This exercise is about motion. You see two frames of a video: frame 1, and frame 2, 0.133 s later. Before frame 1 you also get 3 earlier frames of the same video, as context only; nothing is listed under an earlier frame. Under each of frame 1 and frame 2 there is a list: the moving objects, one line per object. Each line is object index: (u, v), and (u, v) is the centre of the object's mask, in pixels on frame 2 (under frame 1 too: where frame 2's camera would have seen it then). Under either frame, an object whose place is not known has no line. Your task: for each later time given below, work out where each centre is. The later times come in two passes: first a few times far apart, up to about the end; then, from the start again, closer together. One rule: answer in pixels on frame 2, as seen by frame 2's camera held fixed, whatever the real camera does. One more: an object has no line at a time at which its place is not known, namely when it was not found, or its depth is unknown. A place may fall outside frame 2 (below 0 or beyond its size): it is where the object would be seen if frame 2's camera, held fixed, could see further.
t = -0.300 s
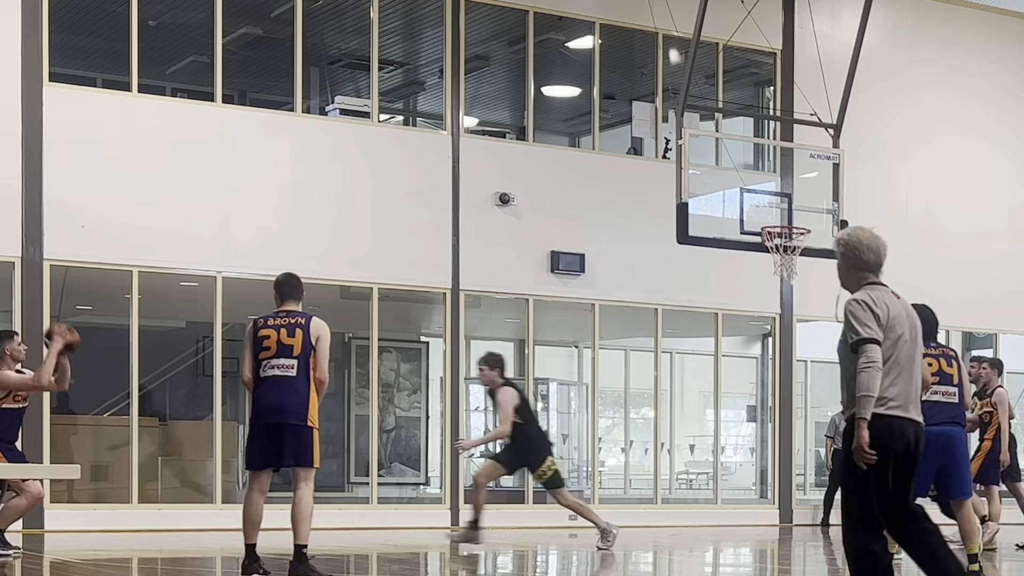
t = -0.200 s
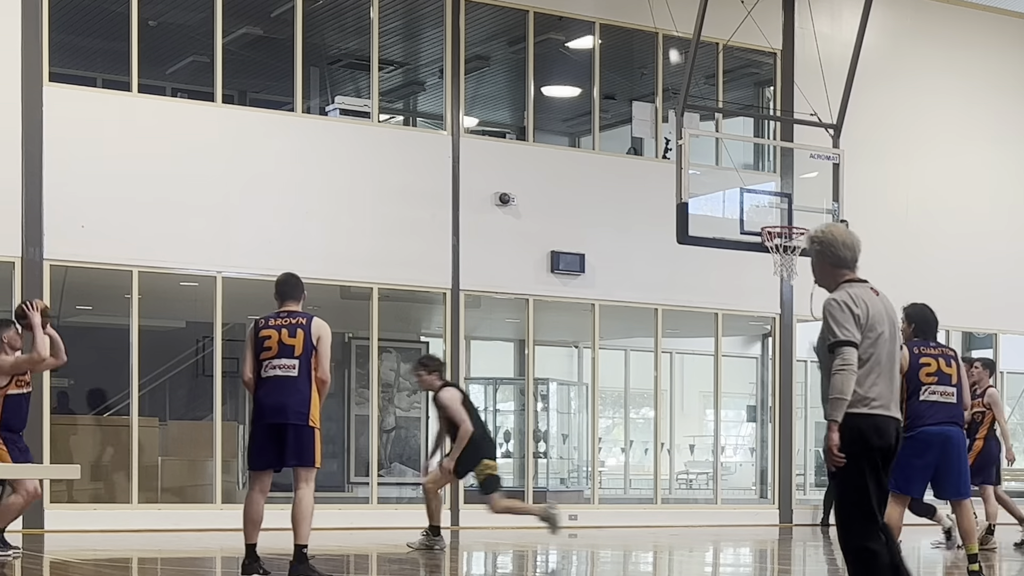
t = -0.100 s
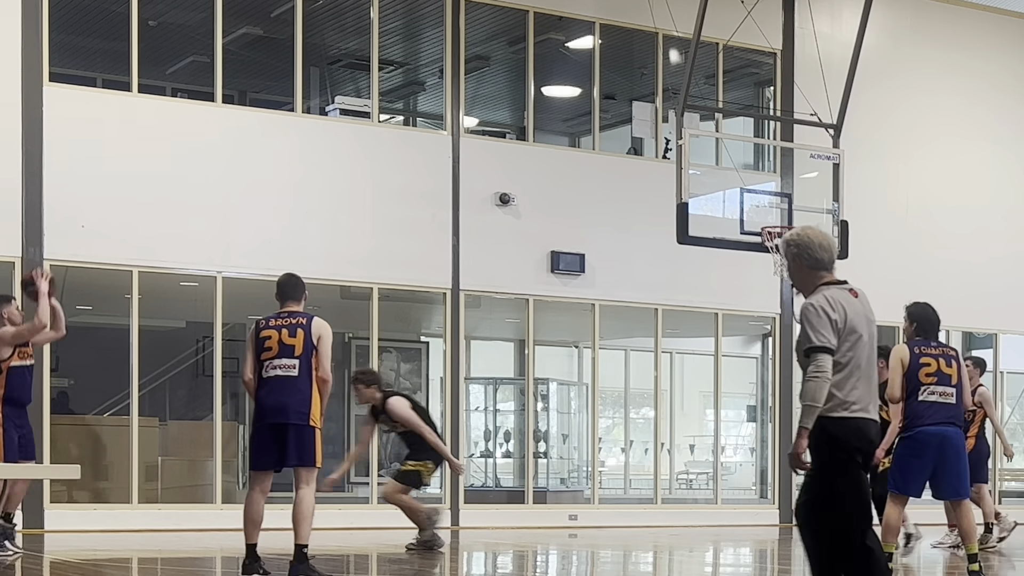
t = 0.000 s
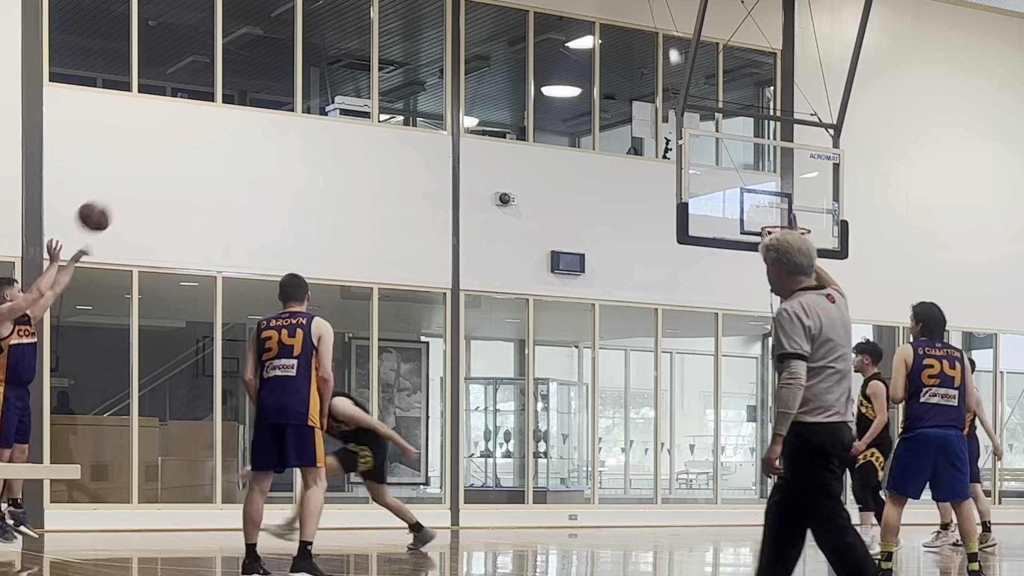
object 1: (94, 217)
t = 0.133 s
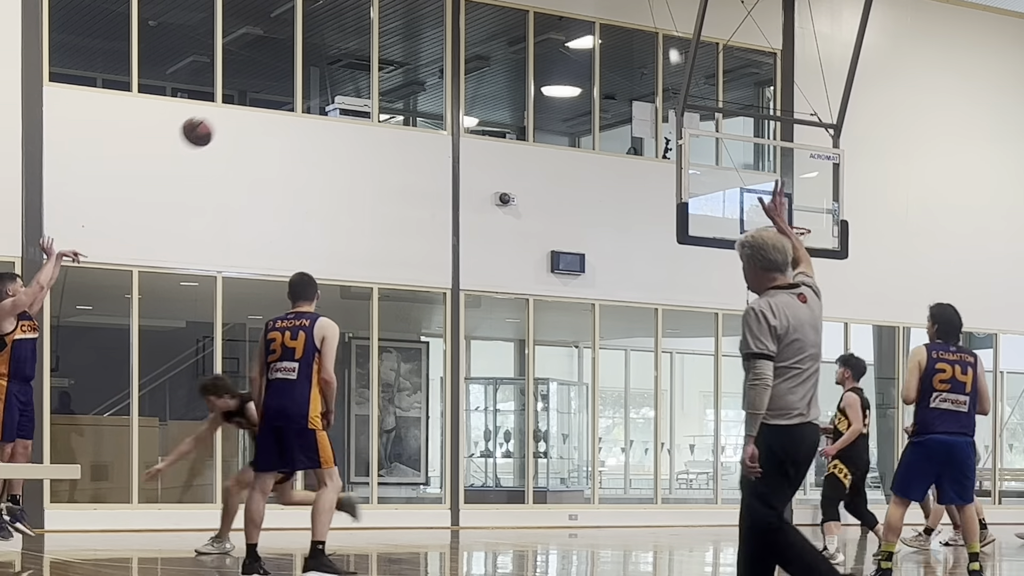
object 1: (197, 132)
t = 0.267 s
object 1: (294, 73)
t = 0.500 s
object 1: (446, 31)
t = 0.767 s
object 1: (601, 59)
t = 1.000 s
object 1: (721, 141)
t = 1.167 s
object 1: (798, 221)
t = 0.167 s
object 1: (223, 114)
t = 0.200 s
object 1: (246, 98)
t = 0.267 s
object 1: (294, 73)
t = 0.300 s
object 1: (317, 62)
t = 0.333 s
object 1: (340, 54)
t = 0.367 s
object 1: (362, 46)
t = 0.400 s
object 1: (383, 41)
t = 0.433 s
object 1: (405, 36)
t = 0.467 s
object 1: (425, 33)
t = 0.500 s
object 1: (446, 31)
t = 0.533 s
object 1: (466, 31)
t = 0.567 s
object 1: (487, 30)
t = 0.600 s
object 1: (507, 32)
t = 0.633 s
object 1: (526, 35)
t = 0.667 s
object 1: (546, 39)
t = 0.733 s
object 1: (583, 51)
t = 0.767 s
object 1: (601, 59)
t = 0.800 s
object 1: (619, 67)
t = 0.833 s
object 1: (637, 76)
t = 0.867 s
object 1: (655, 88)
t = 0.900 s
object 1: (672, 99)
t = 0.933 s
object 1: (689, 111)
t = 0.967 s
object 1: (705, 125)
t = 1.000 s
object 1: (721, 141)
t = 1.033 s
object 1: (737, 155)
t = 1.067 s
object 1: (752, 171)
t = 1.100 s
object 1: (769, 188)
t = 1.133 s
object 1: (784, 207)
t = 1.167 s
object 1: (798, 221)
